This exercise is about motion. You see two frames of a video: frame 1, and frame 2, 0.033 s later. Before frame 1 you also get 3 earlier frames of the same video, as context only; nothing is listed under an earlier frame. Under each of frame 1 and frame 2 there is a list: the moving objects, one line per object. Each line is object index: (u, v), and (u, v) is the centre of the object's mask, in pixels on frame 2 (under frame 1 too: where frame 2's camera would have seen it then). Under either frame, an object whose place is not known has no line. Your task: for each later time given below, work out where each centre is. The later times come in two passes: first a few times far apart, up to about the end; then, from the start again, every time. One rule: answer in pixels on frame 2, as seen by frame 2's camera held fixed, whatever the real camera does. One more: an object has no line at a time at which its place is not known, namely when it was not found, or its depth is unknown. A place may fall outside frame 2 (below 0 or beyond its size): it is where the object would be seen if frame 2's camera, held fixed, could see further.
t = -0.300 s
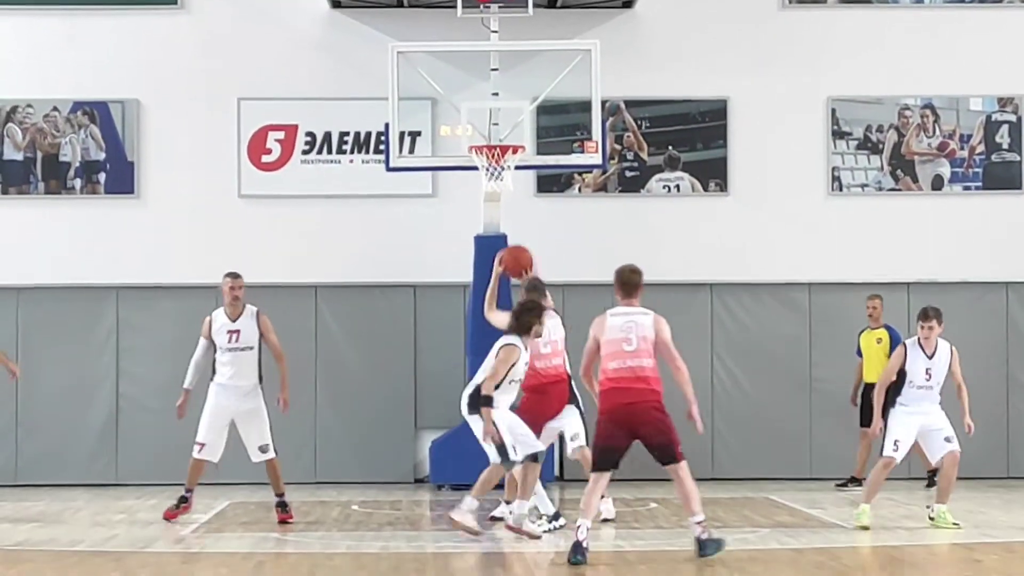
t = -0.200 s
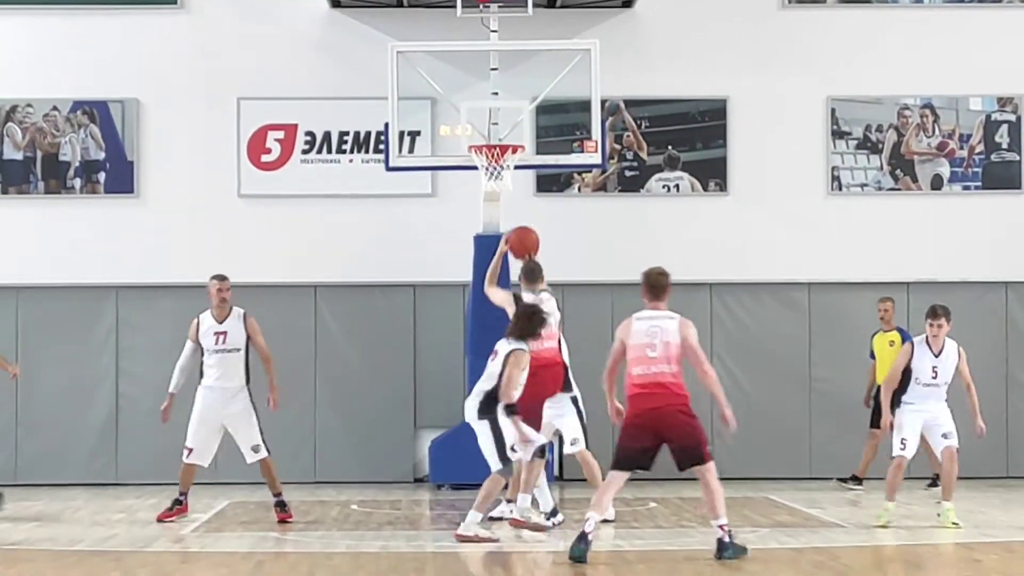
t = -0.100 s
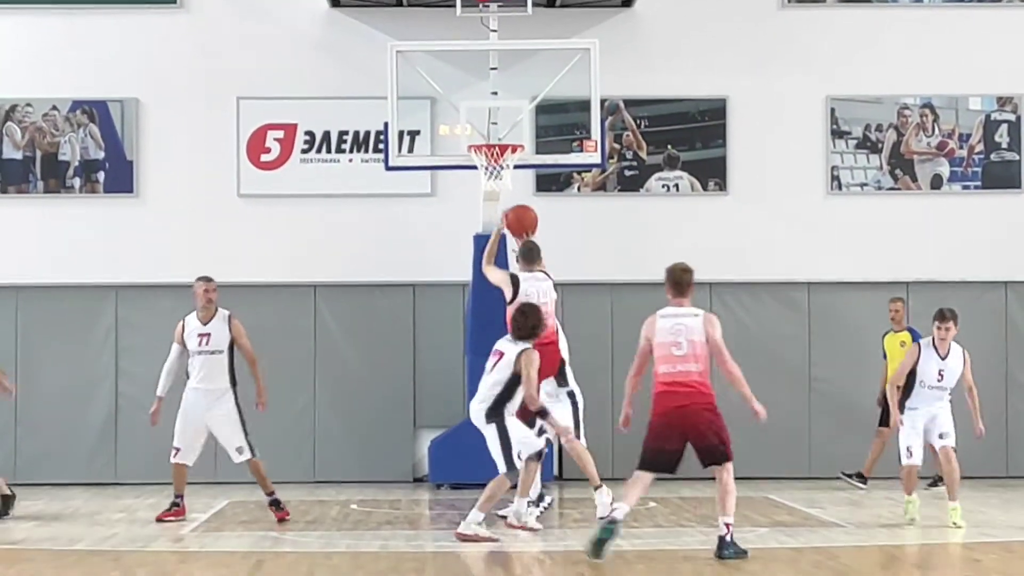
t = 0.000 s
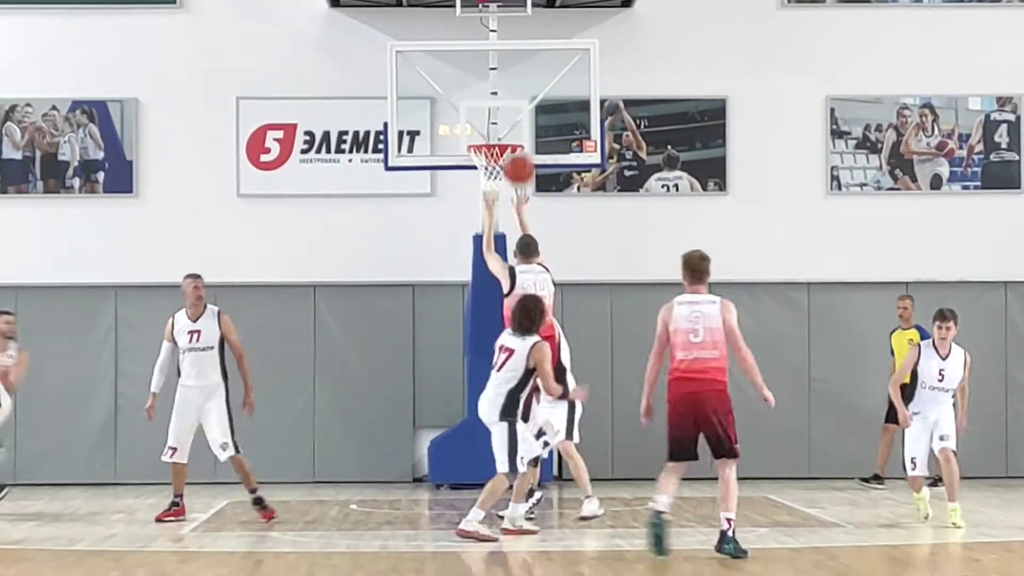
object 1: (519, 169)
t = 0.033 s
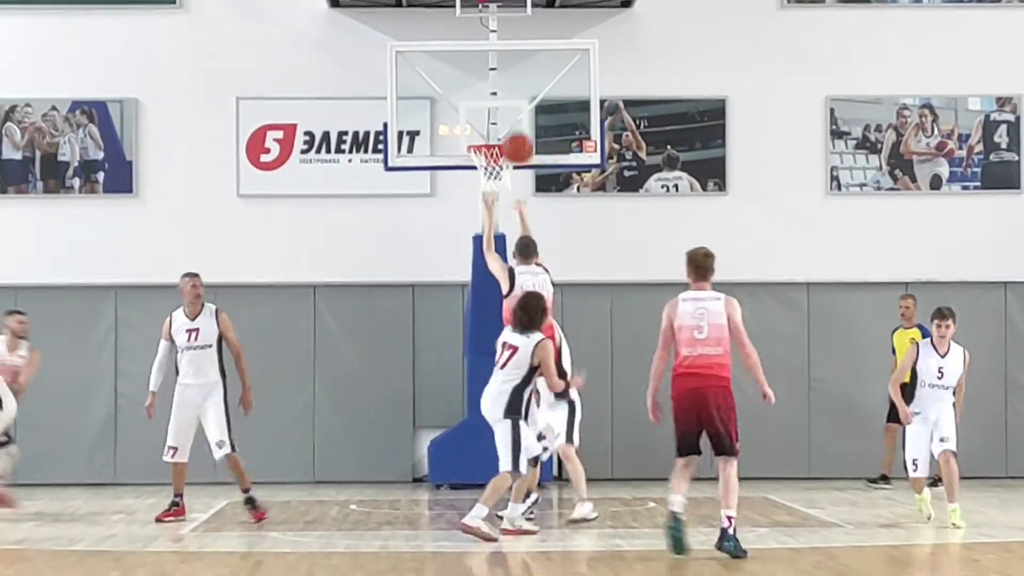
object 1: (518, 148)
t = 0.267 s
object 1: (514, 45)
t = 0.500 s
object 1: (512, 20)
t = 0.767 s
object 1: (511, 71)
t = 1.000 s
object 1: (481, 133)
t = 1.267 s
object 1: (429, 101)
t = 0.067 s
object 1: (517, 128)
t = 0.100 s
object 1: (516, 111)
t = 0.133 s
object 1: (516, 95)
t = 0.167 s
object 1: (515, 78)
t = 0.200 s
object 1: (514, 66)
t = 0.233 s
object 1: (514, 55)
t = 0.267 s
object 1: (514, 45)
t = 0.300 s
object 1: (514, 37)
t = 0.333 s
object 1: (513, 31)
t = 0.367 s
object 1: (513, 26)
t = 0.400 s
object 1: (513, 23)
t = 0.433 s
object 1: (512, 21)
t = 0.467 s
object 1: (512, 20)
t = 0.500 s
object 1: (512, 20)
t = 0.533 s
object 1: (512, 21)
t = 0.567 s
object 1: (512, 25)
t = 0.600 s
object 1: (512, 29)
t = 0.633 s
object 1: (512, 35)
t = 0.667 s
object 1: (511, 42)
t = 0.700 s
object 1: (511, 50)
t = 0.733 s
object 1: (511, 60)
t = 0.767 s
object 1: (511, 71)
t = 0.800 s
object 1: (511, 83)
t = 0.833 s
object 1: (511, 95)
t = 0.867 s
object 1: (510, 110)
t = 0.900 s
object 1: (510, 125)
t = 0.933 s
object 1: (510, 138)
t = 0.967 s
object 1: (495, 137)
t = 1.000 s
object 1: (481, 133)
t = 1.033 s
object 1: (472, 129)
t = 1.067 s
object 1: (466, 121)
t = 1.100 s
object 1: (460, 115)
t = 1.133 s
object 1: (454, 110)
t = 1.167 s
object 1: (447, 106)
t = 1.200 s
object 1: (441, 103)
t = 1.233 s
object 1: (435, 101)
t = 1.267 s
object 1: (429, 101)
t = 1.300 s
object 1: (423, 102)
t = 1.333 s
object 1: (416, 104)
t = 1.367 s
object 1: (411, 108)
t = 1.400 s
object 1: (404, 113)
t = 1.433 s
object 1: (398, 119)
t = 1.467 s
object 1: (392, 127)
